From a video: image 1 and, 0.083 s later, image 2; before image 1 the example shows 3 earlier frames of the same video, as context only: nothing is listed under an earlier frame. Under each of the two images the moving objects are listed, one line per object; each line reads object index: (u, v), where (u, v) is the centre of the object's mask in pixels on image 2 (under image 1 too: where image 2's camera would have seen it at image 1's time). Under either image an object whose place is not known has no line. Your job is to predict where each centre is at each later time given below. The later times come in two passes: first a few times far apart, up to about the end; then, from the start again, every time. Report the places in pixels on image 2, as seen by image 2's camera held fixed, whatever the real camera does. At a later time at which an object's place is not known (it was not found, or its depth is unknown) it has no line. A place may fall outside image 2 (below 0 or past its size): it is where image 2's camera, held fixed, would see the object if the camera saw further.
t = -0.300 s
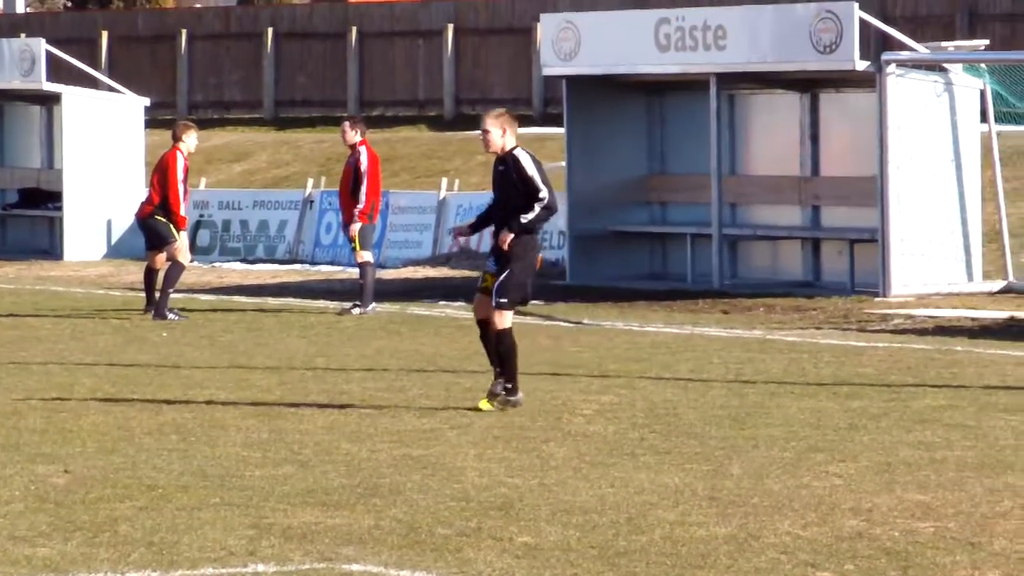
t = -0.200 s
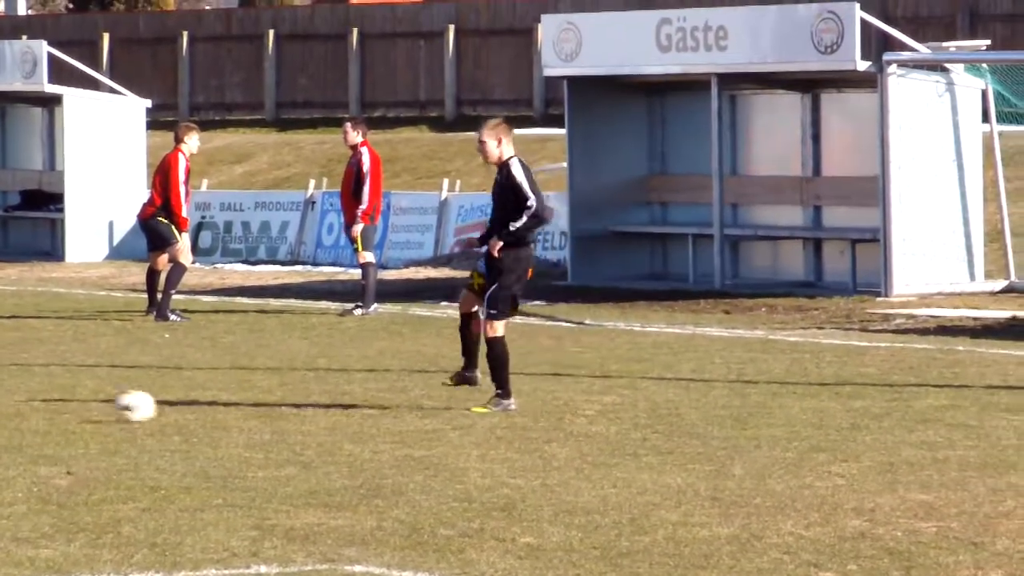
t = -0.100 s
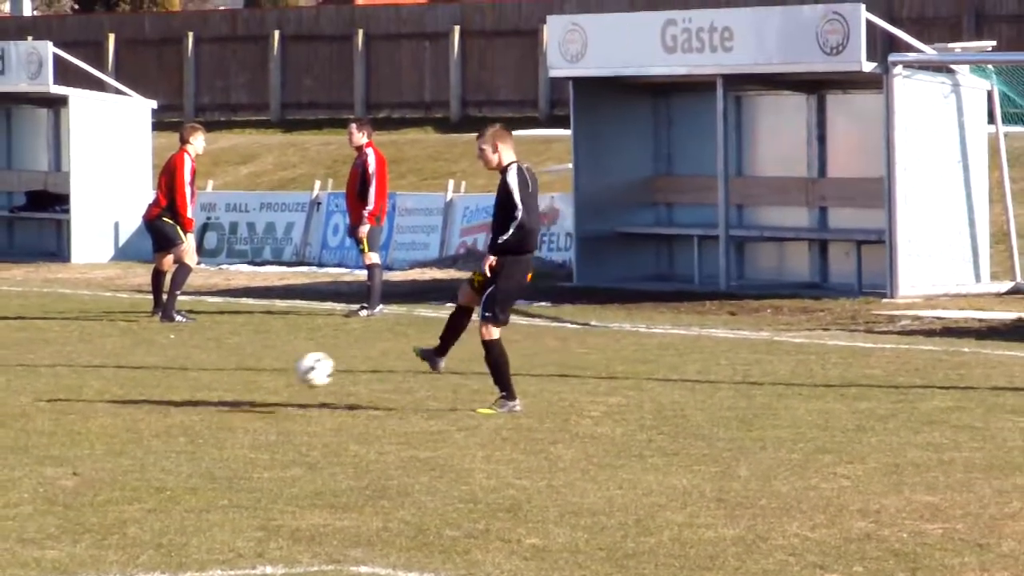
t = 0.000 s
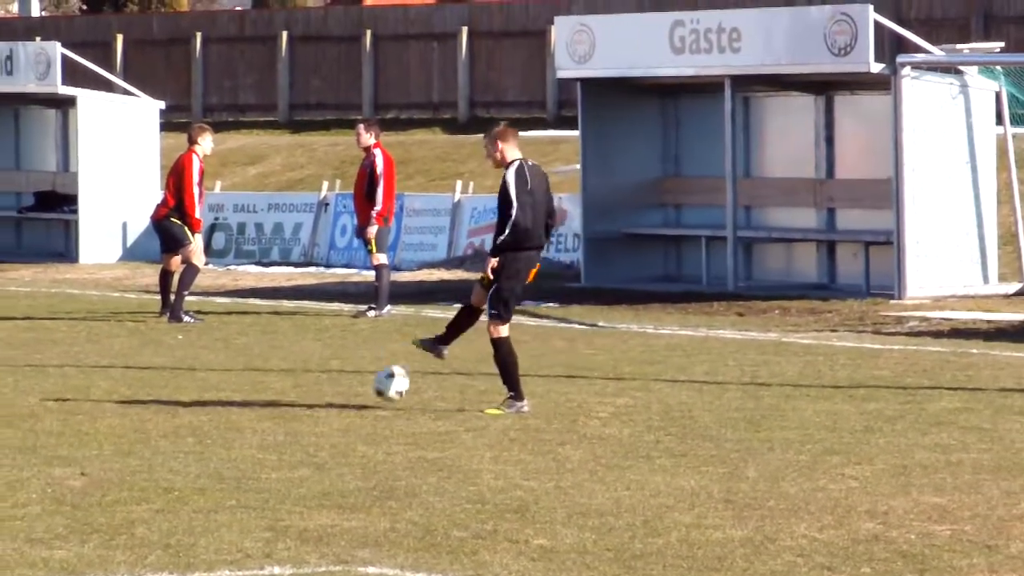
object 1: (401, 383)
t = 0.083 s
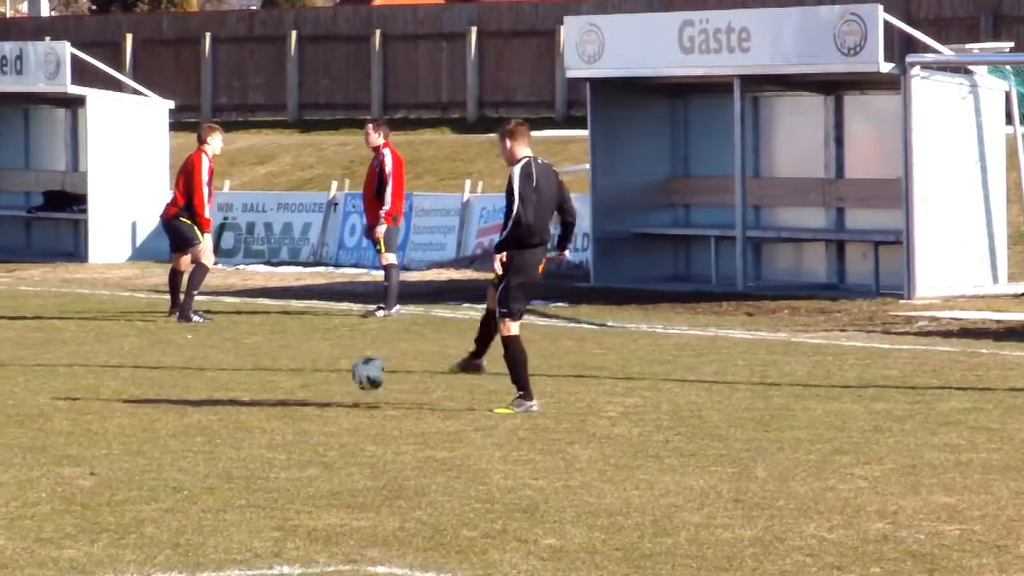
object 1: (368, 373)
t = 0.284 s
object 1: (301, 354)
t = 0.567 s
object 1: (208, 378)
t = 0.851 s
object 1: (124, 387)
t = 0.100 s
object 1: (364, 370)
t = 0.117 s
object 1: (357, 365)
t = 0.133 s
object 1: (353, 362)
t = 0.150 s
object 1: (347, 360)
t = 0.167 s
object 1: (339, 357)
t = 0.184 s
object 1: (334, 356)
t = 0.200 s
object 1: (329, 354)
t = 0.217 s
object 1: (324, 354)
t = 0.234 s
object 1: (317, 353)
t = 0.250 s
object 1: (312, 353)
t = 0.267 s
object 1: (307, 354)
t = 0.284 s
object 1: (301, 354)
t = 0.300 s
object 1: (295, 355)
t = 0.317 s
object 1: (289, 356)
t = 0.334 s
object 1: (284, 359)
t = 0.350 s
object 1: (280, 360)
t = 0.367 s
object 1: (273, 364)
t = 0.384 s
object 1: (267, 368)
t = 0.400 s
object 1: (261, 372)
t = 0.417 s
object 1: (255, 376)
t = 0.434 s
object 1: (250, 381)
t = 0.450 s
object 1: (244, 386)
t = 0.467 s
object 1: (240, 391)
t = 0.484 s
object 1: (234, 390)
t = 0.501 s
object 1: (229, 387)
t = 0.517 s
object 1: (225, 384)
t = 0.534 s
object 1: (219, 382)
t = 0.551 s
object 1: (214, 380)
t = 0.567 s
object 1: (208, 378)
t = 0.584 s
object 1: (203, 376)
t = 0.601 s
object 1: (198, 375)
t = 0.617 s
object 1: (193, 375)
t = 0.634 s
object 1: (188, 375)
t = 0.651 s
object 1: (184, 375)
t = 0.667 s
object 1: (178, 376)
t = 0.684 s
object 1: (173, 377)
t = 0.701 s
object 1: (169, 379)
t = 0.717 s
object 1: (164, 380)
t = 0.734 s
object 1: (159, 383)
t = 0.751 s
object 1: (154, 386)
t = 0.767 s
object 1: (150, 389)
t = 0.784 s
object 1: (145, 390)
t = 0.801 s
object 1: (139, 389)
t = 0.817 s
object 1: (134, 388)
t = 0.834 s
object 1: (129, 387)
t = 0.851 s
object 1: (124, 387)
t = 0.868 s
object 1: (120, 387)
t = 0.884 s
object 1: (114, 387)
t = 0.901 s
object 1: (109, 387)
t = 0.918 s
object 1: (104, 389)
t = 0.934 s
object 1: (100, 391)
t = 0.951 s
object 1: (95, 390)
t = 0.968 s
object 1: (91, 389)
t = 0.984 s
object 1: (86, 388)
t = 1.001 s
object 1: (81, 388)
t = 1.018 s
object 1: (76, 387)
